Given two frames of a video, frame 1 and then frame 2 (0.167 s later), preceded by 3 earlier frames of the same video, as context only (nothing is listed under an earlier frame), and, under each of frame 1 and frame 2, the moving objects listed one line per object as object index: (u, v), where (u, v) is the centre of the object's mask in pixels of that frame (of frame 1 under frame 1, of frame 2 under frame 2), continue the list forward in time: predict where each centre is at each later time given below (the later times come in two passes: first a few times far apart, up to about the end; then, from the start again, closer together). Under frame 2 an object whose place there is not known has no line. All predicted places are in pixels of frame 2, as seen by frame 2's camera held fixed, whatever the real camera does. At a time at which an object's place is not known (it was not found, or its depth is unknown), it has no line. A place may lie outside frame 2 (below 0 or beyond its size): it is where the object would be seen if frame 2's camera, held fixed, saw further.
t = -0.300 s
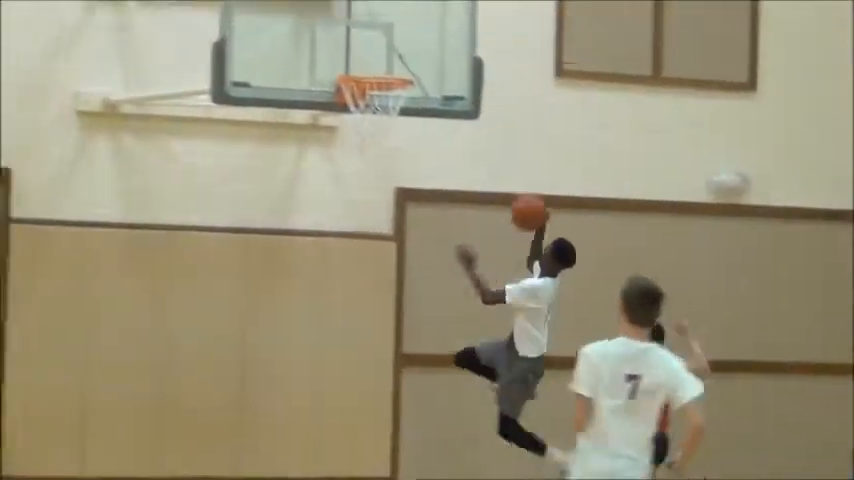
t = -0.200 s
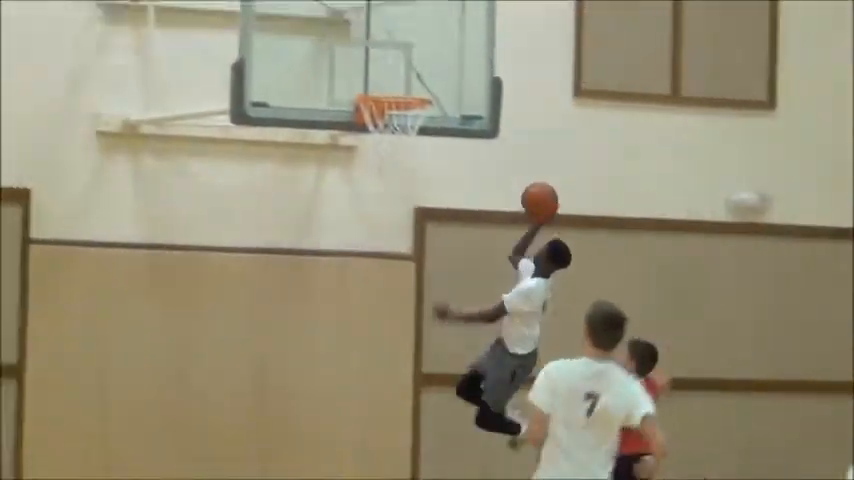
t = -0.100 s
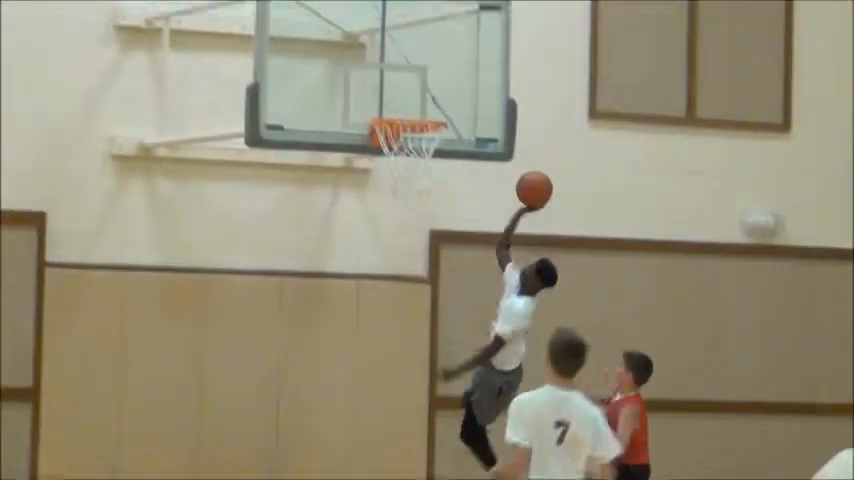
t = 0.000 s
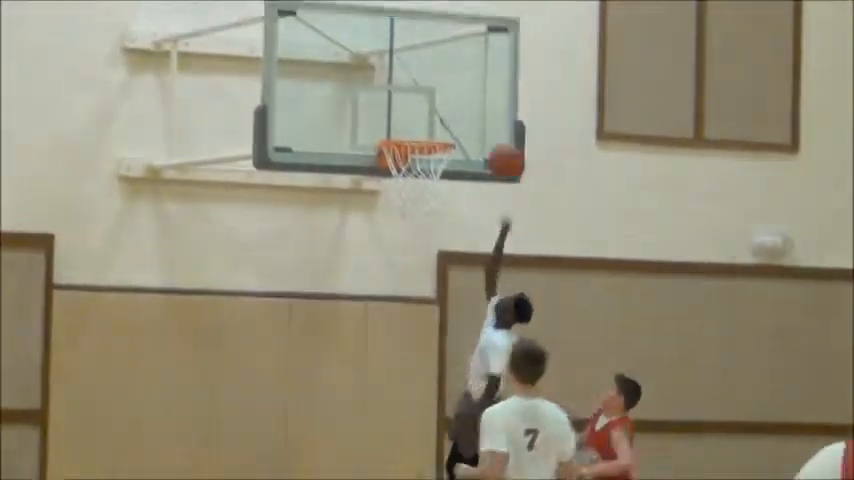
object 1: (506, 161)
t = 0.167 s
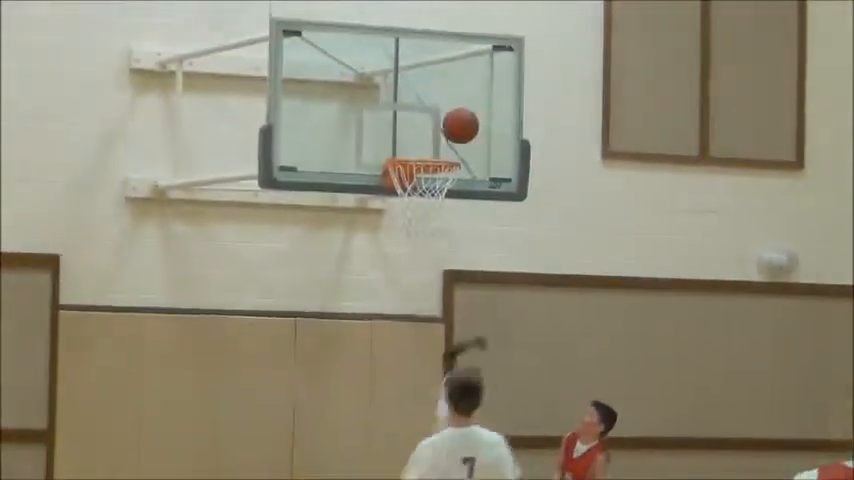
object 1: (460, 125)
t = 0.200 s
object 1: (461, 122)
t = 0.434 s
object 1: (459, 146)
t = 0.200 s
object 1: (461, 122)
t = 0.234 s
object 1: (461, 120)
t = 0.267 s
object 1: (460, 120)
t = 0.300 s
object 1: (460, 122)
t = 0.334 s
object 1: (460, 125)
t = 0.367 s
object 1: (460, 130)
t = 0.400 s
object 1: (460, 137)
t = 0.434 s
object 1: (459, 146)
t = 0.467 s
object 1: (460, 153)
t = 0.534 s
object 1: (460, 170)
